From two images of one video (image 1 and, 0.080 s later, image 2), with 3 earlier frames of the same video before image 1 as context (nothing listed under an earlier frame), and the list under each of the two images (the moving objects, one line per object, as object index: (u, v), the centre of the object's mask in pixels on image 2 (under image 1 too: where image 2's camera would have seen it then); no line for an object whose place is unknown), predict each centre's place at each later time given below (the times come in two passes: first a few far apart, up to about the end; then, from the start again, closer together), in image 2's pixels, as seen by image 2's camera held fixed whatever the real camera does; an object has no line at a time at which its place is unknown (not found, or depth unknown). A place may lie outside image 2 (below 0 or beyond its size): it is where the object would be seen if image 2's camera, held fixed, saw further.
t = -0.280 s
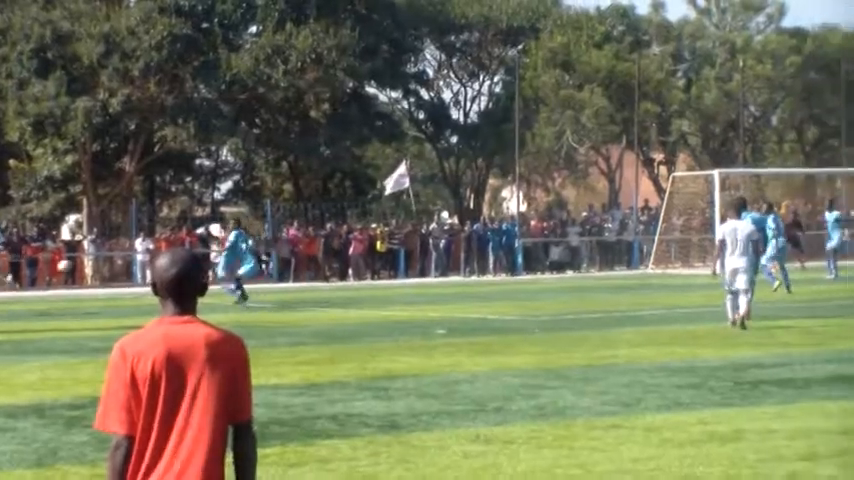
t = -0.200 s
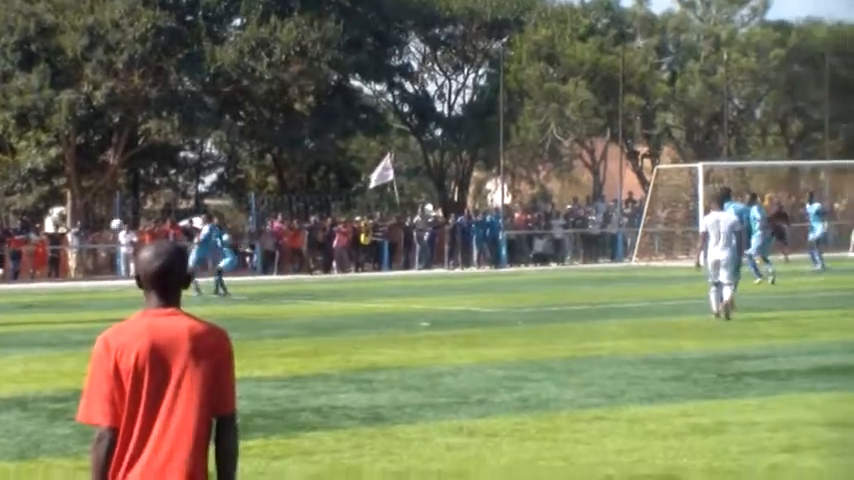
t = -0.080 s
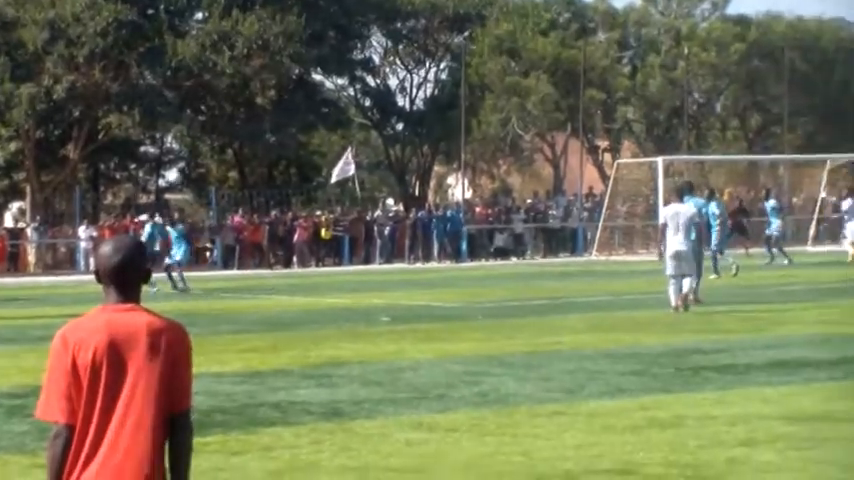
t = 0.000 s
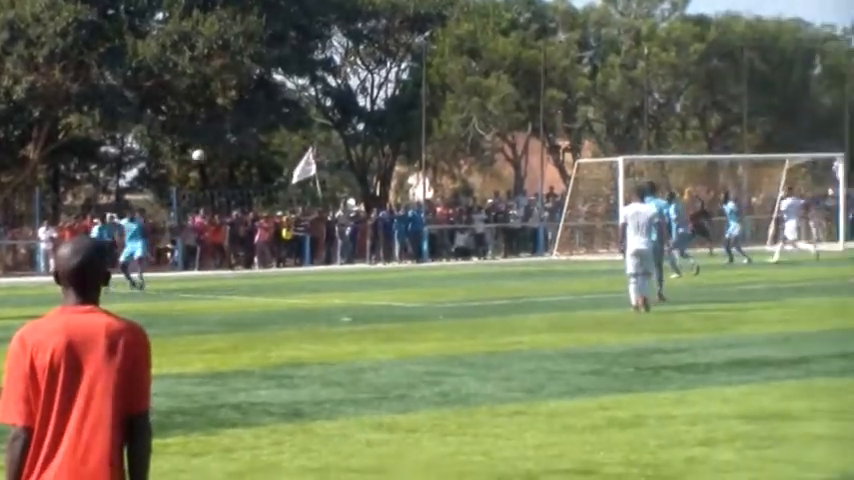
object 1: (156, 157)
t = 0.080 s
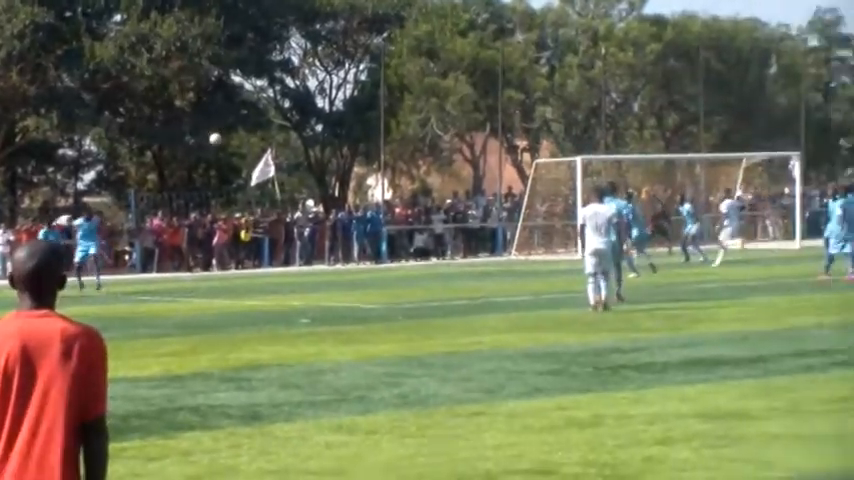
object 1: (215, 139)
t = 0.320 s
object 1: (379, 105)
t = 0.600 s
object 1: (554, 102)
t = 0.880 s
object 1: (712, 133)
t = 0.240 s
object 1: (324, 115)
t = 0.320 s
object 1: (379, 105)
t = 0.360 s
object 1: (404, 102)
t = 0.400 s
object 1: (430, 100)
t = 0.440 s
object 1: (455, 99)
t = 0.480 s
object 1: (482, 99)
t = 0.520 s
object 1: (506, 99)
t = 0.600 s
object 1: (554, 102)
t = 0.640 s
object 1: (577, 104)
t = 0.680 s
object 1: (600, 107)
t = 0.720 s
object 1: (624, 112)
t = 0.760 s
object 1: (646, 116)
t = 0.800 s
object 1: (668, 121)
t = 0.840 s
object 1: (692, 127)
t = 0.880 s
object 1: (712, 133)
